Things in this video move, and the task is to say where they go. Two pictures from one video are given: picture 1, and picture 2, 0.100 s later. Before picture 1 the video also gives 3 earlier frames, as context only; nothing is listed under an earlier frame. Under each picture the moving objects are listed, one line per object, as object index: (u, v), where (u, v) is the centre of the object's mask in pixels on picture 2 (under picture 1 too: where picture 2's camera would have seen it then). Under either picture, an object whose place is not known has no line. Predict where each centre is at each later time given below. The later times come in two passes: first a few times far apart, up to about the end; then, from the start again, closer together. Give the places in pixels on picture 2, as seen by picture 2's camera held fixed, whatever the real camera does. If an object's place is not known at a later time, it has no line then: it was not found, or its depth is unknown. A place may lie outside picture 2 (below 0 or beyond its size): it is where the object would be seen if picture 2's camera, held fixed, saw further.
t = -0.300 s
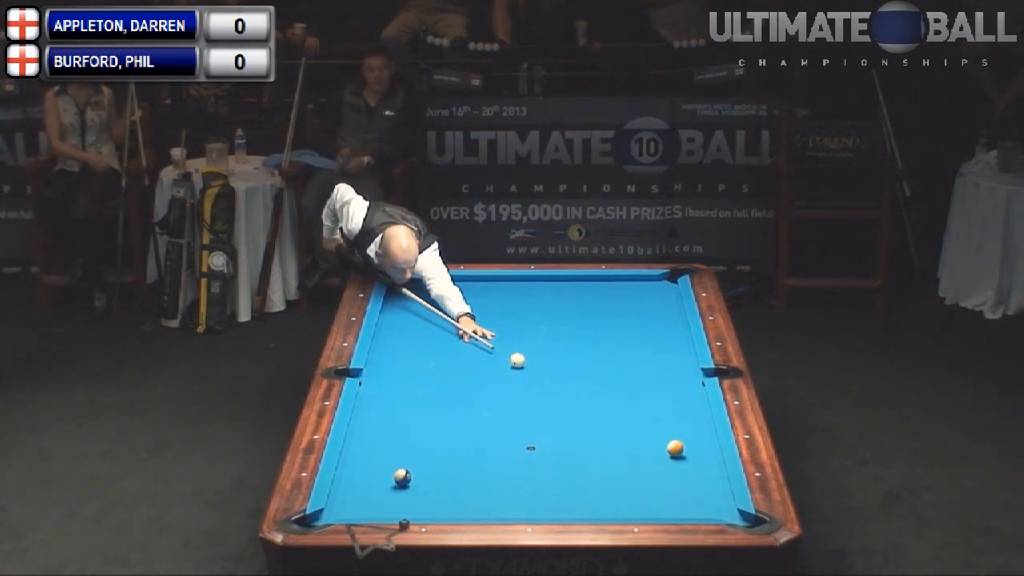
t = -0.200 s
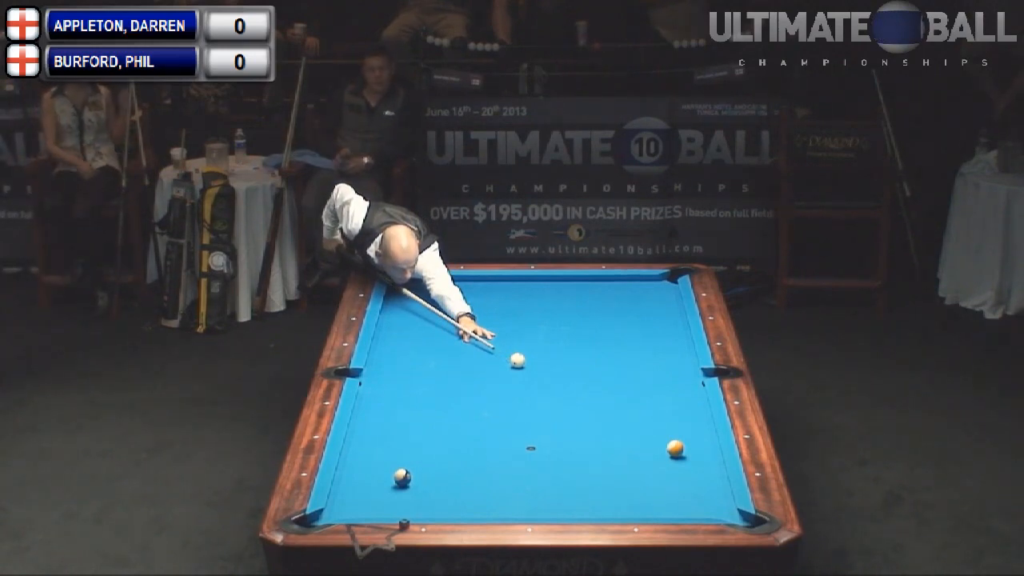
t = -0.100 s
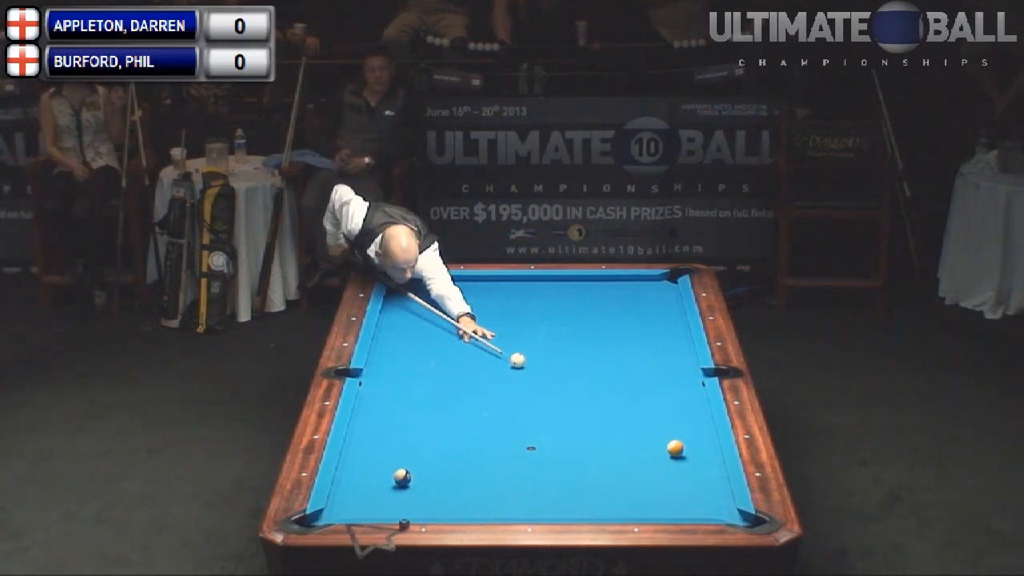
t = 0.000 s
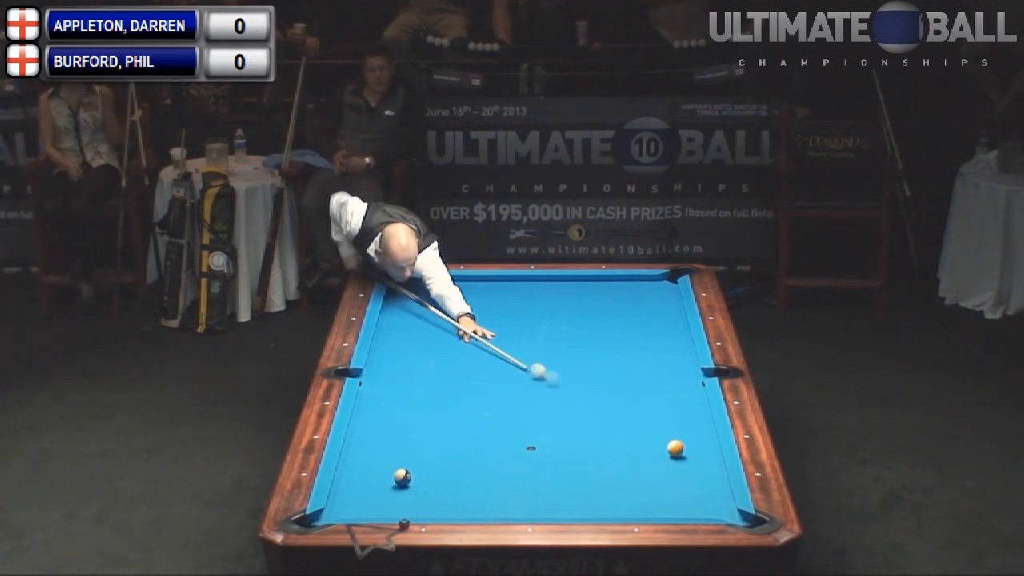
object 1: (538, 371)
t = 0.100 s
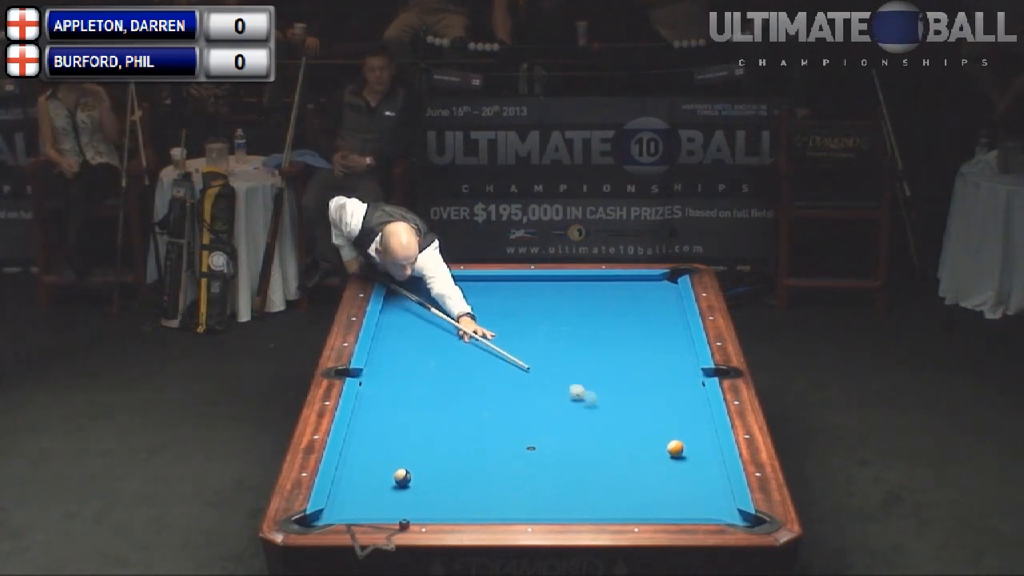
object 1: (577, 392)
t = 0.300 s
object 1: (661, 437)
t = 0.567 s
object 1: (701, 441)
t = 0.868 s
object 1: (692, 437)
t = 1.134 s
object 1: (674, 433)
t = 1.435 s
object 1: (655, 429)
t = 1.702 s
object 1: (638, 425)
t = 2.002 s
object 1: (624, 422)
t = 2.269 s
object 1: (612, 420)
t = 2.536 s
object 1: (600, 418)
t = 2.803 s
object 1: (592, 416)
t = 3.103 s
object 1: (584, 414)
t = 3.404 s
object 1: (577, 413)
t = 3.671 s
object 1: (572, 412)
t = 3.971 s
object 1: (568, 411)
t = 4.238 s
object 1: (566, 411)
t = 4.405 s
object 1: (566, 411)
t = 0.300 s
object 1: (661, 437)
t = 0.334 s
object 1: (671, 441)
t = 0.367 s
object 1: (678, 441)
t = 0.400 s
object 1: (682, 441)
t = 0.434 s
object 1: (683, 441)
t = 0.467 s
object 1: (688, 441)
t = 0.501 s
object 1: (692, 441)
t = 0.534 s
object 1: (697, 441)
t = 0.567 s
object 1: (701, 441)
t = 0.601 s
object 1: (707, 441)
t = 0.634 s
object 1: (709, 441)
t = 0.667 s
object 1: (707, 440)
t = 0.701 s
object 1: (704, 439)
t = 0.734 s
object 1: (702, 439)
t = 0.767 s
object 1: (699, 438)
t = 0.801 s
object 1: (698, 438)
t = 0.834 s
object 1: (695, 437)
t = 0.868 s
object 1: (692, 437)
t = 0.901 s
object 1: (690, 436)
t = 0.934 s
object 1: (688, 436)
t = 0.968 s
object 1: (686, 435)
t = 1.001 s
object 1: (683, 435)
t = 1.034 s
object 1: (681, 434)
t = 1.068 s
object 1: (678, 434)
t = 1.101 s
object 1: (675, 433)
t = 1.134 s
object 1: (674, 433)
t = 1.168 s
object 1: (671, 432)
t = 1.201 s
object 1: (669, 432)
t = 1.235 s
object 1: (667, 431)
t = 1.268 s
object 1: (665, 431)
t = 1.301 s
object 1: (663, 430)
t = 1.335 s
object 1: (661, 430)
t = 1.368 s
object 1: (659, 429)
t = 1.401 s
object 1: (658, 429)
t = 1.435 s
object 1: (655, 429)
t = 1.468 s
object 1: (653, 428)
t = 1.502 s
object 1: (651, 427)
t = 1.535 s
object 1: (650, 427)
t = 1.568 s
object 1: (647, 427)
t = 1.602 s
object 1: (644, 426)
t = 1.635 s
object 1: (642, 426)
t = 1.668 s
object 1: (640, 425)
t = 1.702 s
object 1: (638, 425)
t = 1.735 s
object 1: (636, 425)
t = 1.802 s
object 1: (634, 424)
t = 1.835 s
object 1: (632, 424)
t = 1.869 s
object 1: (631, 423)
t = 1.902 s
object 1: (629, 423)
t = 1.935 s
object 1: (628, 423)
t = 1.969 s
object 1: (626, 422)
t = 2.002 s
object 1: (624, 422)
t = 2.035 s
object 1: (623, 422)
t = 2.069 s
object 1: (621, 422)
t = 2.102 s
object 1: (620, 422)
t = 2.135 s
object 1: (618, 421)
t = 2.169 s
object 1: (617, 421)
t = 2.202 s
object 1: (615, 421)
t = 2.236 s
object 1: (613, 420)
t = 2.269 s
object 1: (612, 420)
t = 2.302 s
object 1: (611, 420)
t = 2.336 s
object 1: (609, 419)
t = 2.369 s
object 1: (607, 419)
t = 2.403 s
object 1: (606, 419)
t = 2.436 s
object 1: (604, 418)
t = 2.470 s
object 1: (603, 418)
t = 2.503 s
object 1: (602, 418)
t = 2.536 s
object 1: (600, 418)
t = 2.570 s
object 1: (599, 417)
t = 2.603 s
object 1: (598, 417)
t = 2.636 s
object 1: (597, 417)
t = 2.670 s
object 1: (595, 417)
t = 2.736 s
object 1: (594, 417)
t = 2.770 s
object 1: (594, 416)
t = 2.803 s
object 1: (592, 416)
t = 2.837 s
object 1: (592, 416)
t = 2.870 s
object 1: (590, 416)
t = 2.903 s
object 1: (590, 416)
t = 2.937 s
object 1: (589, 416)
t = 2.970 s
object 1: (587, 415)
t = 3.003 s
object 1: (586, 415)
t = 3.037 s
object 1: (585, 415)
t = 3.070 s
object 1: (585, 415)
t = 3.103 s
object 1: (584, 414)
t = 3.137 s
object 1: (583, 414)
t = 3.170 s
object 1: (582, 414)
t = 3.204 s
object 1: (581, 414)
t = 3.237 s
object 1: (581, 414)
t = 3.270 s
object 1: (579, 414)
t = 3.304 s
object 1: (579, 414)
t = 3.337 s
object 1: (578, 413)
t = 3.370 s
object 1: (577, 413)
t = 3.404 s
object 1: (577, 413)
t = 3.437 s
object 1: (576, 413)
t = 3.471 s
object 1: (575, 413)
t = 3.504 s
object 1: (575, 413)
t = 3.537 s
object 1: (575, 412)
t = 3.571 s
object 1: (574, 412)
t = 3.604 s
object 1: (573, 412)
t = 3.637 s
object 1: (572, 412)
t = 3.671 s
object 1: (572, 412)
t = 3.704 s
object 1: (572, 412)
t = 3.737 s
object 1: (571, 412)
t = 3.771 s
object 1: (570, 412)
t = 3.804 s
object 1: (570, 411)
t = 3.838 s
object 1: (570, 411)
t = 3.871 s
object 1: (569, 411)
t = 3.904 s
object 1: (569, 411)
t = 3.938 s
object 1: (568, 411)
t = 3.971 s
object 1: (568, 411)
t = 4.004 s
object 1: (568, 411)
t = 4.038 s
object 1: (568, 411)
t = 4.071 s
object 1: (567, 411)
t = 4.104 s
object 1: (567, 411)
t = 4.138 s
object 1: (567, 411)
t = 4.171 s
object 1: (567, 411)
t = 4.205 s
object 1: (566, 411)
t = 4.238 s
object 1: (566, 411)
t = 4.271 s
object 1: (566, 411)
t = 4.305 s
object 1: (566, 411)
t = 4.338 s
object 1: (566, 411)
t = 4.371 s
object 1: (566, 411)
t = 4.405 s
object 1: (566, 411)
